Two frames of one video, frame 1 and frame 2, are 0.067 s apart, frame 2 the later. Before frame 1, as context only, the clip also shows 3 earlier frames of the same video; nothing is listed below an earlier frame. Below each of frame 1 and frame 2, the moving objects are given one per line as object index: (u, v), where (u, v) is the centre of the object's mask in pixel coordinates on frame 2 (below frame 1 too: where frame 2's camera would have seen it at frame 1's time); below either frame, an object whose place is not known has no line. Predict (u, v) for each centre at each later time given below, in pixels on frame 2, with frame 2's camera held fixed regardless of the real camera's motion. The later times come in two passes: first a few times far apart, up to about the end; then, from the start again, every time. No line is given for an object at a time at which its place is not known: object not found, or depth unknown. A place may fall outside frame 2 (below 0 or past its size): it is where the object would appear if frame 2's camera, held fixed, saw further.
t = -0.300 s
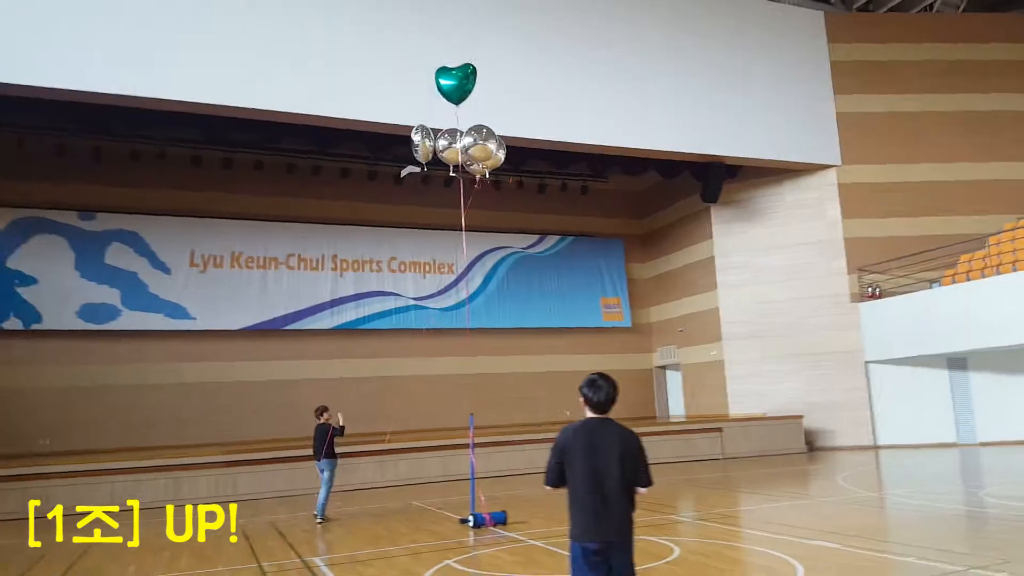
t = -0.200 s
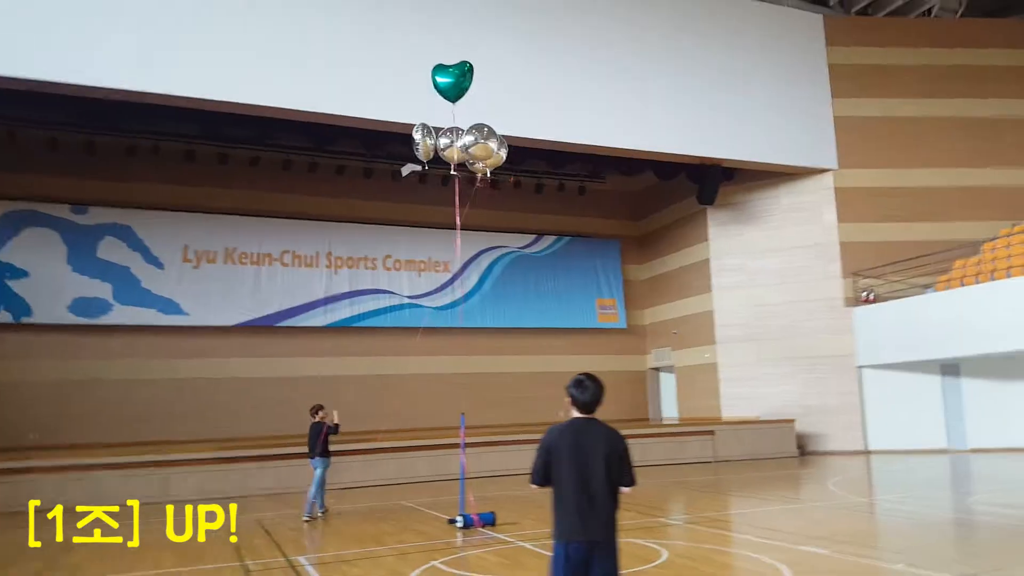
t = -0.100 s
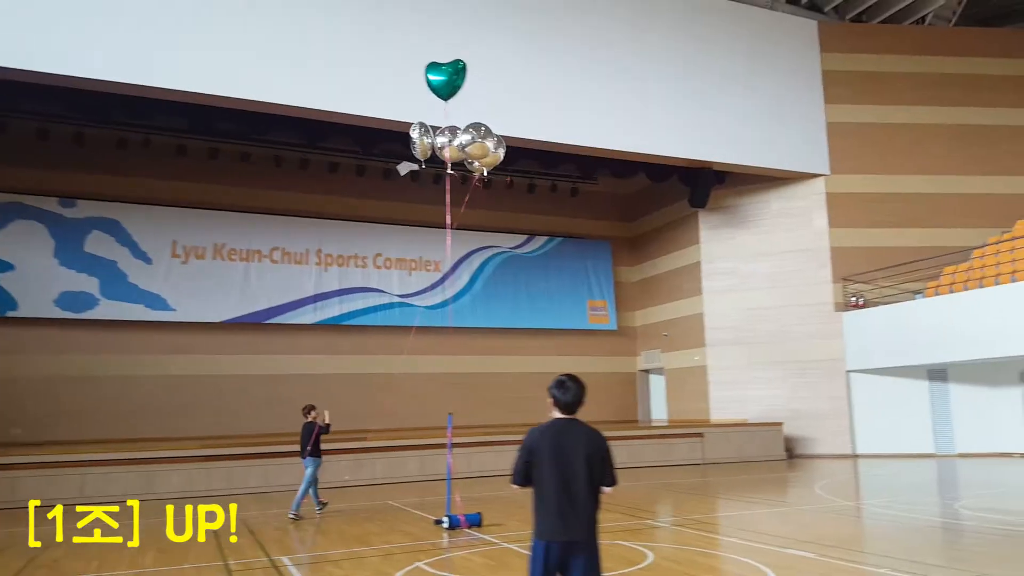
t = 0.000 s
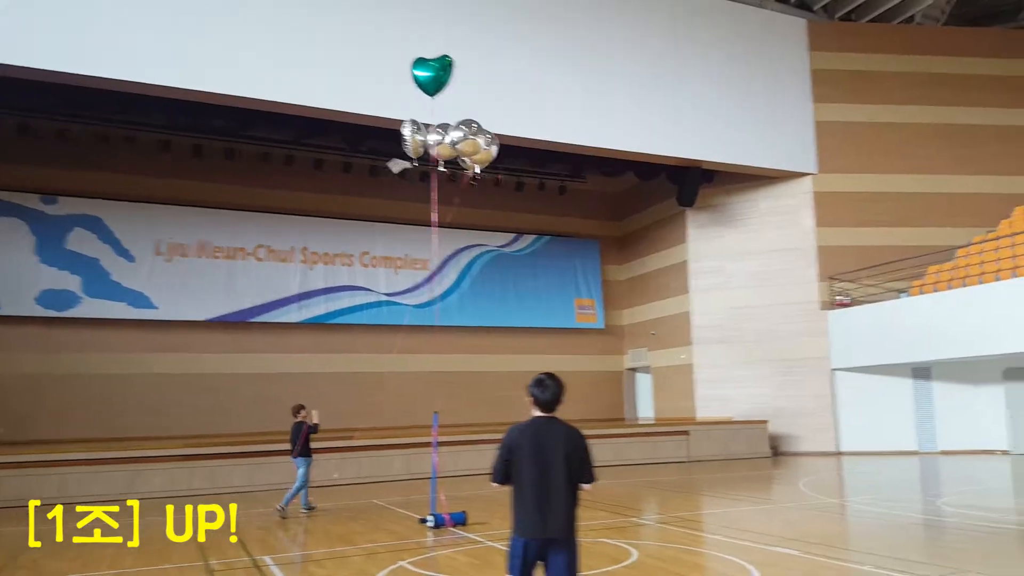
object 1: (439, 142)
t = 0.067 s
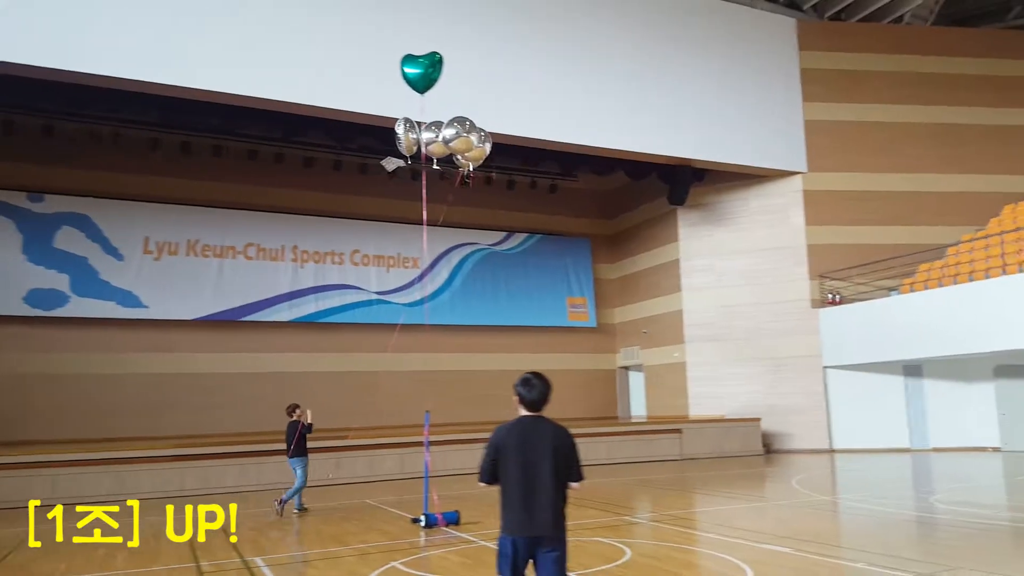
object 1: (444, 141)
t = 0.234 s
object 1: (456, 142)
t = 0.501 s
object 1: (463, 147)
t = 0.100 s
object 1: (447, 142)
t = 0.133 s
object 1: (445, 143)
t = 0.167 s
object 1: (451, 142)
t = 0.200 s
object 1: (453, 142)
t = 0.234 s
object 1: (456, 142)
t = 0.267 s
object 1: (454, 144)
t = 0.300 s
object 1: (455, 144)
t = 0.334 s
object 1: (458, 144)
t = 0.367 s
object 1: (461, 144)
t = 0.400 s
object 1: (461, 145)
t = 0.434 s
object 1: (461, 145)
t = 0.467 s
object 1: (463, 146)
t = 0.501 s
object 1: (463, 147)
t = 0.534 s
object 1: (464, 146)
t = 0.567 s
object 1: (468, 145)
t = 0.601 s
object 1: (469, 145)
